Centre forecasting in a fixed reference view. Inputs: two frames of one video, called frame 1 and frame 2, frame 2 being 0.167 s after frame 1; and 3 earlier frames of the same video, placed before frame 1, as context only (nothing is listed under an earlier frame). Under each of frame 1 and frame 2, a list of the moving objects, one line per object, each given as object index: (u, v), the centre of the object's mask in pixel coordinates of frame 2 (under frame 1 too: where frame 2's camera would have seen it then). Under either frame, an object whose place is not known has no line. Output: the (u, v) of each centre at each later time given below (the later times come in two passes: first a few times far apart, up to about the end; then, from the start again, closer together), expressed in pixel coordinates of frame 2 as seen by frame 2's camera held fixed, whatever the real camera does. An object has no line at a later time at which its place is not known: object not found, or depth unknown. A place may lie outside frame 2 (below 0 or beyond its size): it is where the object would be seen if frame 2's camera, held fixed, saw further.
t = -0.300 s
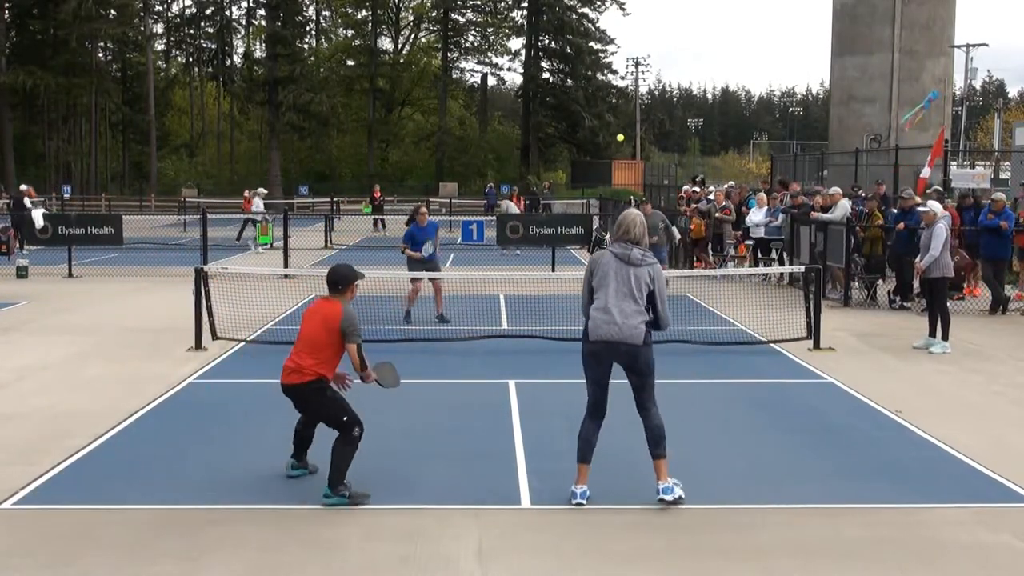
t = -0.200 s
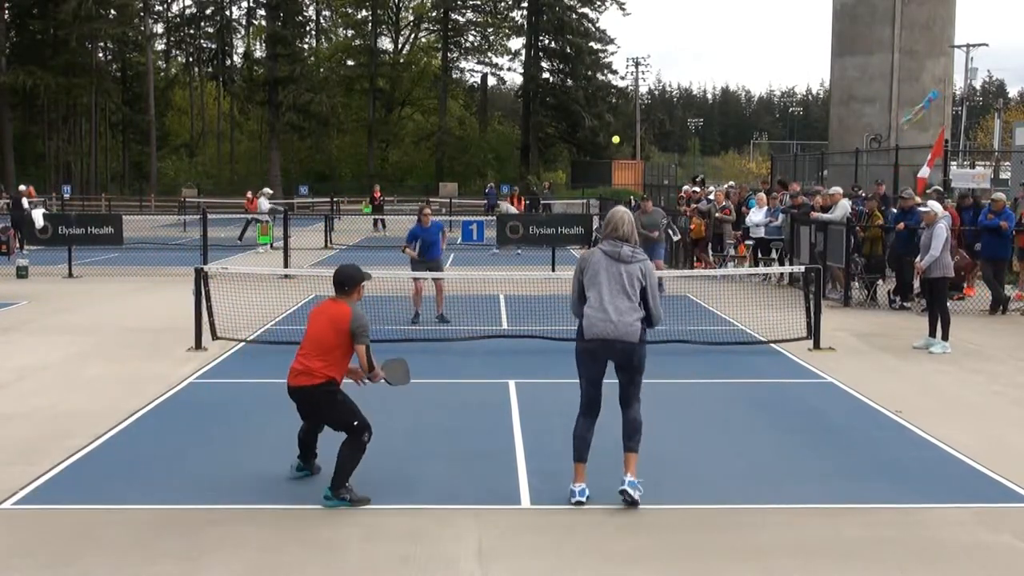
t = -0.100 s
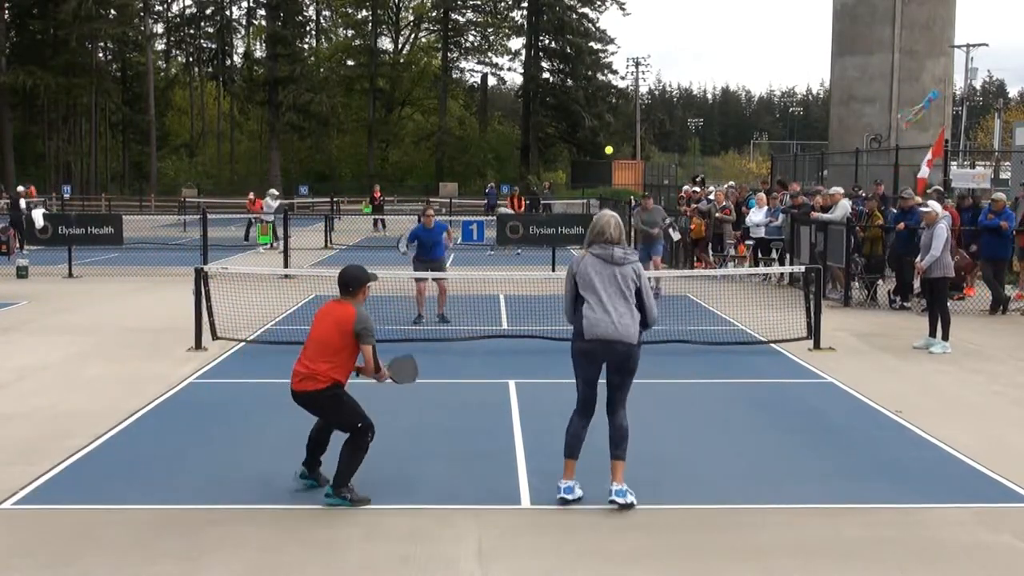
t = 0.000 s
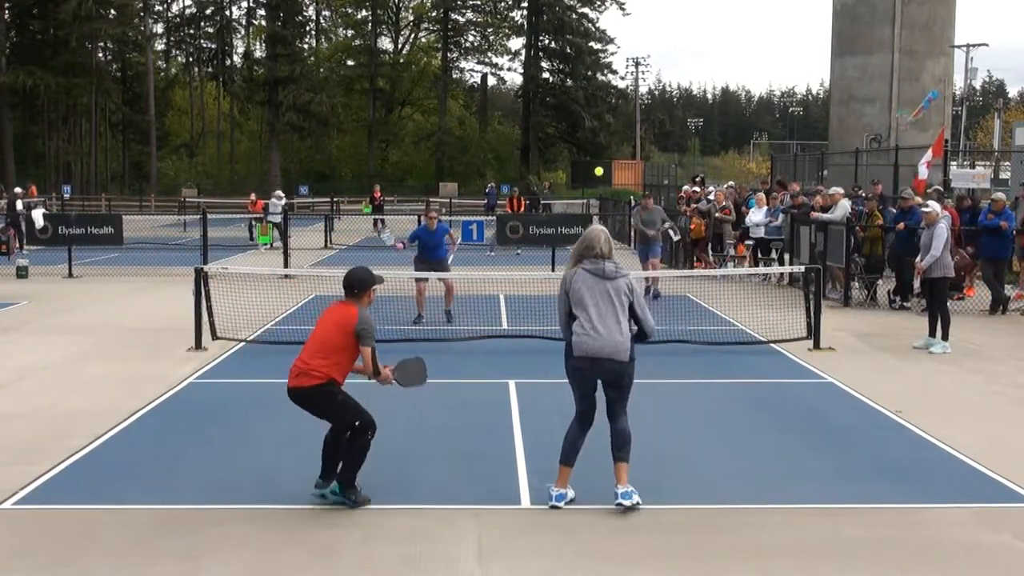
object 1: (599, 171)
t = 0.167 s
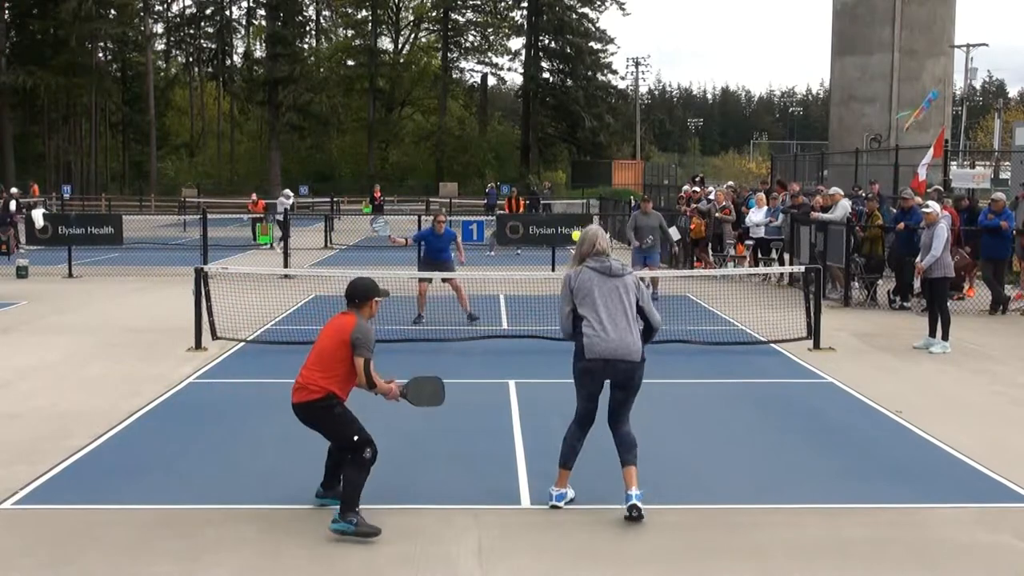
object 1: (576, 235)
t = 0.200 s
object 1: (571, 254)
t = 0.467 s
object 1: (511, 497)
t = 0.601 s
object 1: (480, 449)
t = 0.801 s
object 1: (425, 413)
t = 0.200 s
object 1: (571, 254)
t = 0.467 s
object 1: (511, 497)
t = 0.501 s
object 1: (504, 490)
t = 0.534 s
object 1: (496, 475)
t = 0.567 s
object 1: (488, 461)
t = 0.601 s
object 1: (480, 449)
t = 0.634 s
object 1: (472, 438)
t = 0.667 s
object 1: (463, 429)
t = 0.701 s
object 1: (454, 423)
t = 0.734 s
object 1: (445, 417)
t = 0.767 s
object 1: (435, 414)
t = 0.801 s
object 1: (425, 413)
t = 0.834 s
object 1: (414, 415)
